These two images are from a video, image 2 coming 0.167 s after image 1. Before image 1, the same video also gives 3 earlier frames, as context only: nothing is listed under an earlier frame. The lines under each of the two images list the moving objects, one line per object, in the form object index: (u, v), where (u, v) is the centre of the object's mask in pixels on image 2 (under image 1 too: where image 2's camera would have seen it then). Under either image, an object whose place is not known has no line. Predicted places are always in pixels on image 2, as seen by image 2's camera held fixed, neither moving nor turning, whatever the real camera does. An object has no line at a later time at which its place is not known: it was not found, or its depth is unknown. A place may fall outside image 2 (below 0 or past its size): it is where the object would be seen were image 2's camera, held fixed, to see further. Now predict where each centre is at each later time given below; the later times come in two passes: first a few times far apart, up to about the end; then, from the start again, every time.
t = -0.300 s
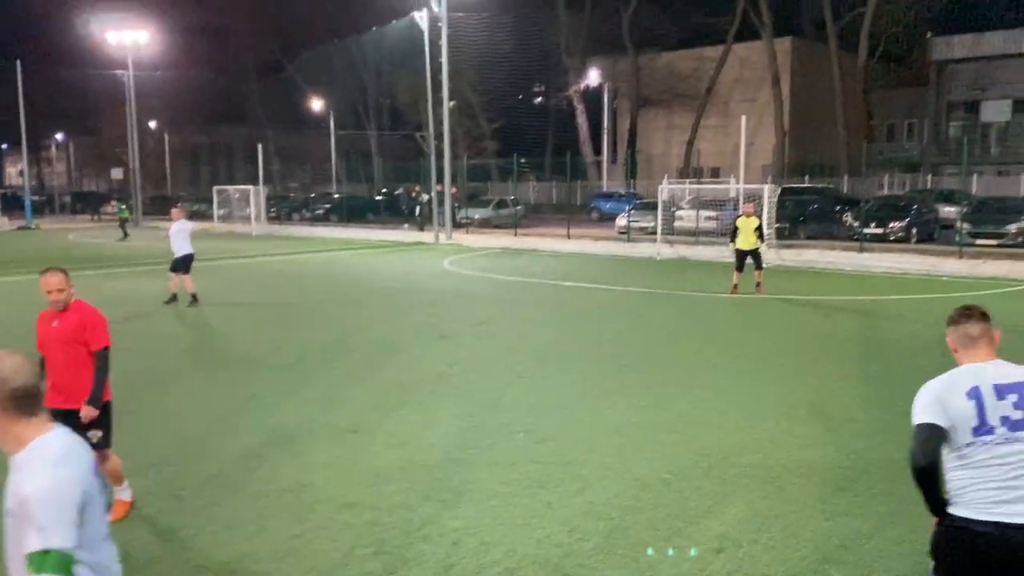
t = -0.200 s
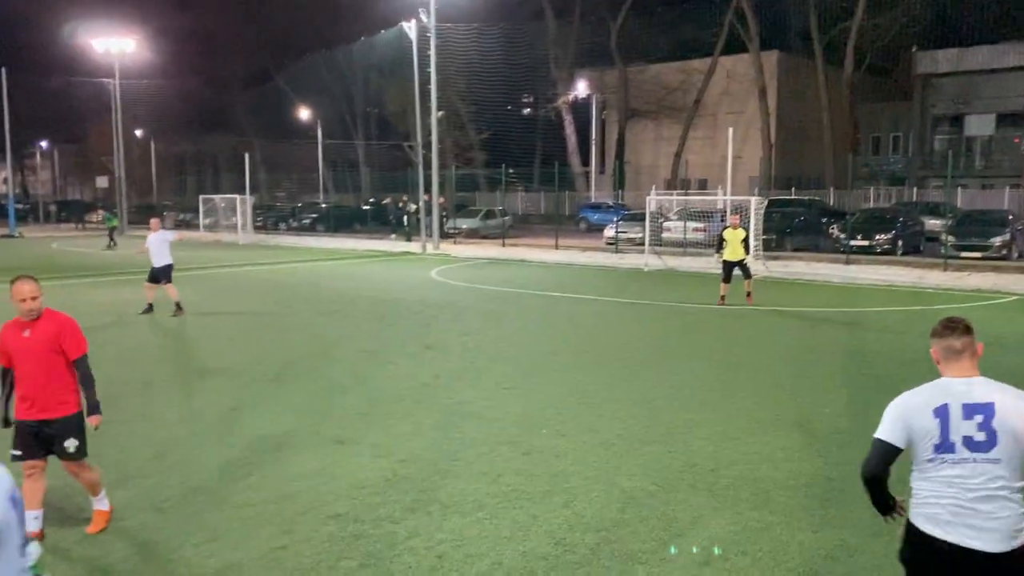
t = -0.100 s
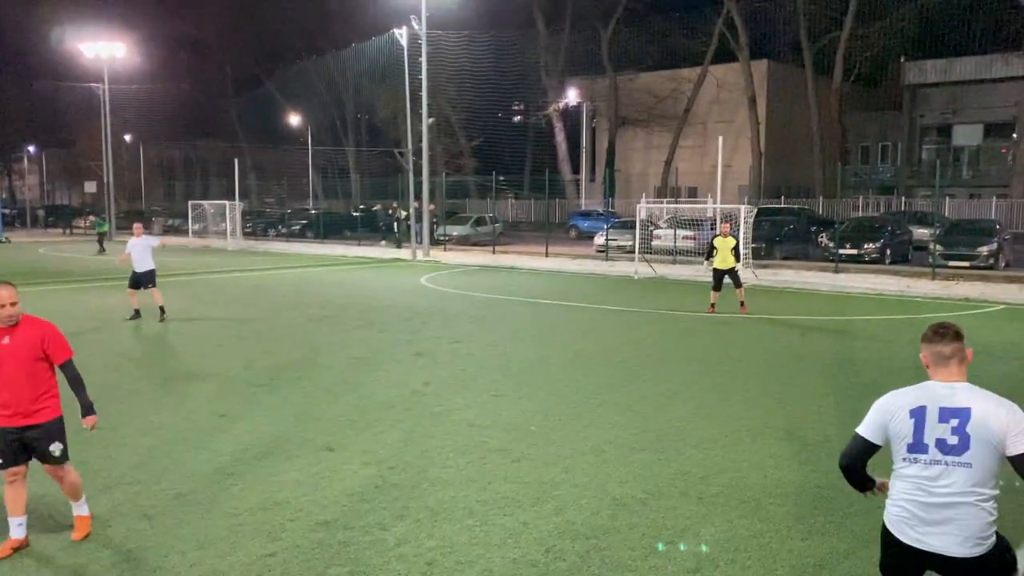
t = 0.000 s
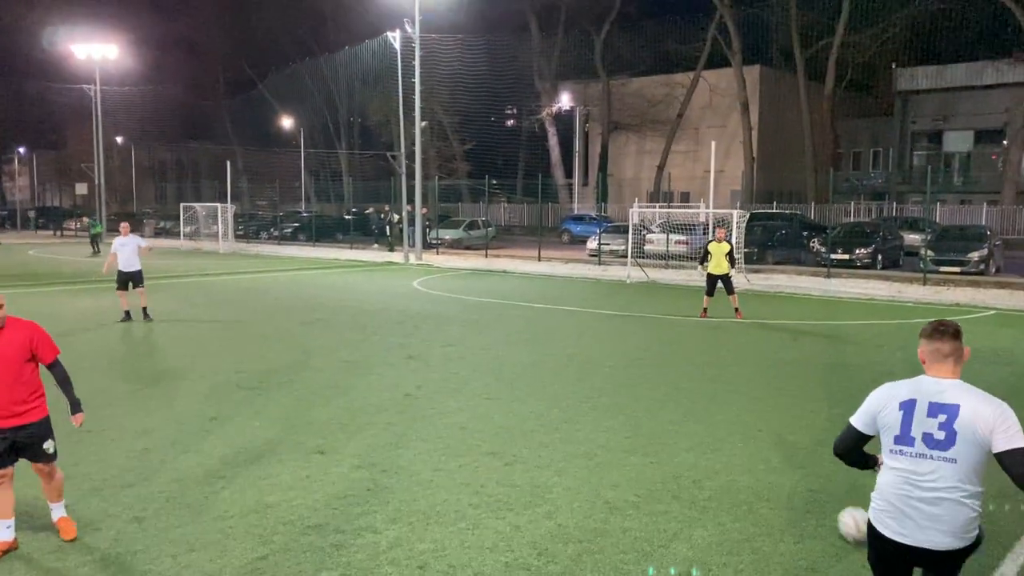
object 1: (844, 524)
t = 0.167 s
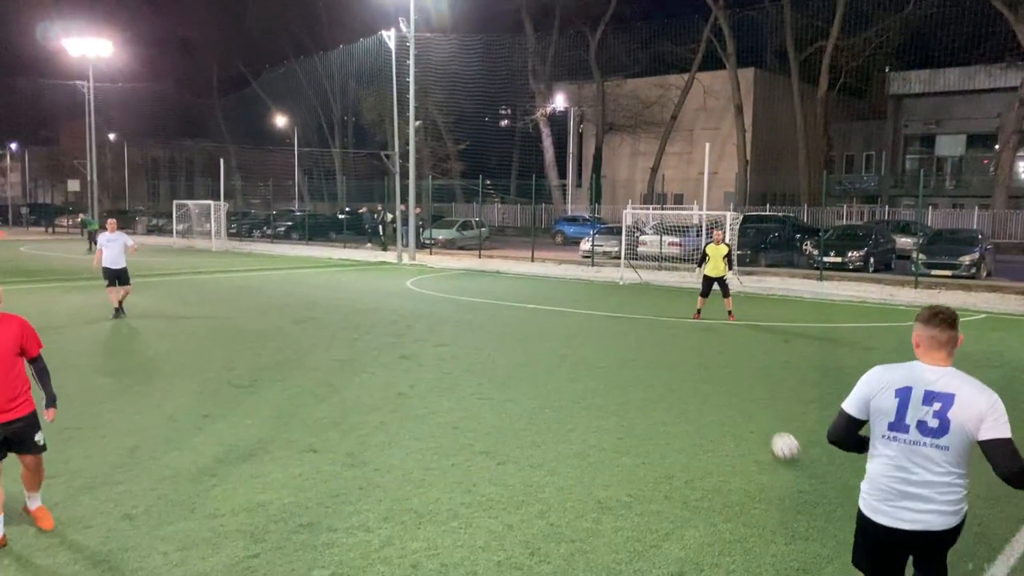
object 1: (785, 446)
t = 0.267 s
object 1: (762, 417)
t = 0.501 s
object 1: (728, 373)
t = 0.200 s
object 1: (776, 436)
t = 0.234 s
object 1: (769, 426)
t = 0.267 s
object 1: (762, 417)
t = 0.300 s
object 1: (756, 410)
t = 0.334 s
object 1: (750, 403)
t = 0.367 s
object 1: (745, 396)
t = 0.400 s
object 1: (740, 390)
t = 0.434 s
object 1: (736, 385)
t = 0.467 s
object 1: (732, 378)
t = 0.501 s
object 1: (728, 373)
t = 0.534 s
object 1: (725, 369)
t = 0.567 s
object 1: (721, 366)
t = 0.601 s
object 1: (718, 362)
